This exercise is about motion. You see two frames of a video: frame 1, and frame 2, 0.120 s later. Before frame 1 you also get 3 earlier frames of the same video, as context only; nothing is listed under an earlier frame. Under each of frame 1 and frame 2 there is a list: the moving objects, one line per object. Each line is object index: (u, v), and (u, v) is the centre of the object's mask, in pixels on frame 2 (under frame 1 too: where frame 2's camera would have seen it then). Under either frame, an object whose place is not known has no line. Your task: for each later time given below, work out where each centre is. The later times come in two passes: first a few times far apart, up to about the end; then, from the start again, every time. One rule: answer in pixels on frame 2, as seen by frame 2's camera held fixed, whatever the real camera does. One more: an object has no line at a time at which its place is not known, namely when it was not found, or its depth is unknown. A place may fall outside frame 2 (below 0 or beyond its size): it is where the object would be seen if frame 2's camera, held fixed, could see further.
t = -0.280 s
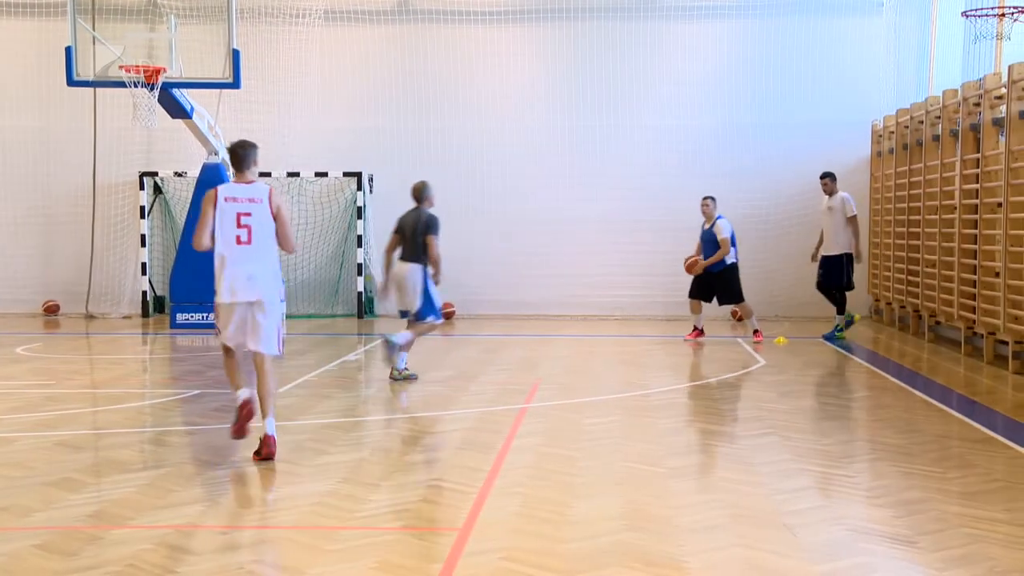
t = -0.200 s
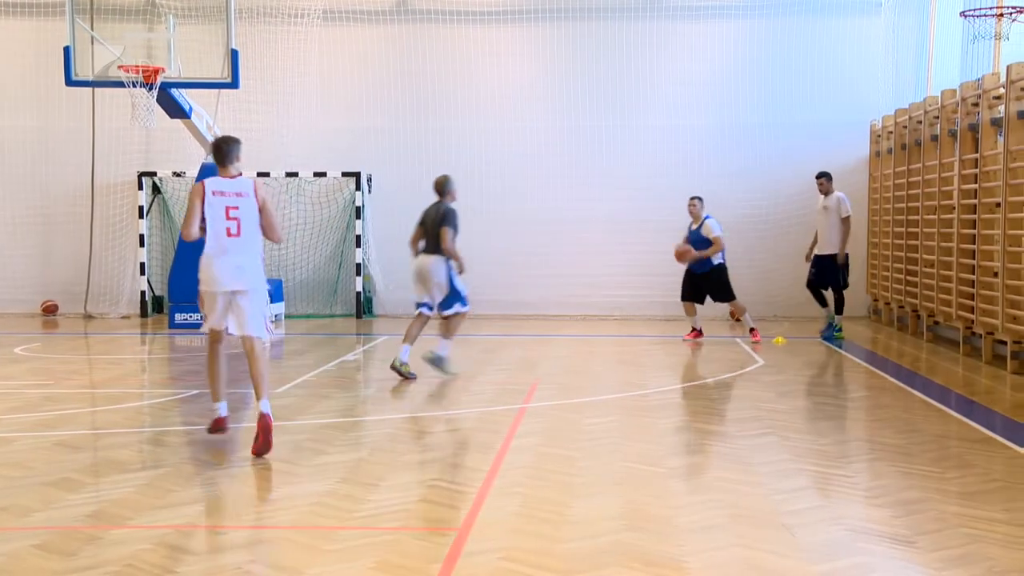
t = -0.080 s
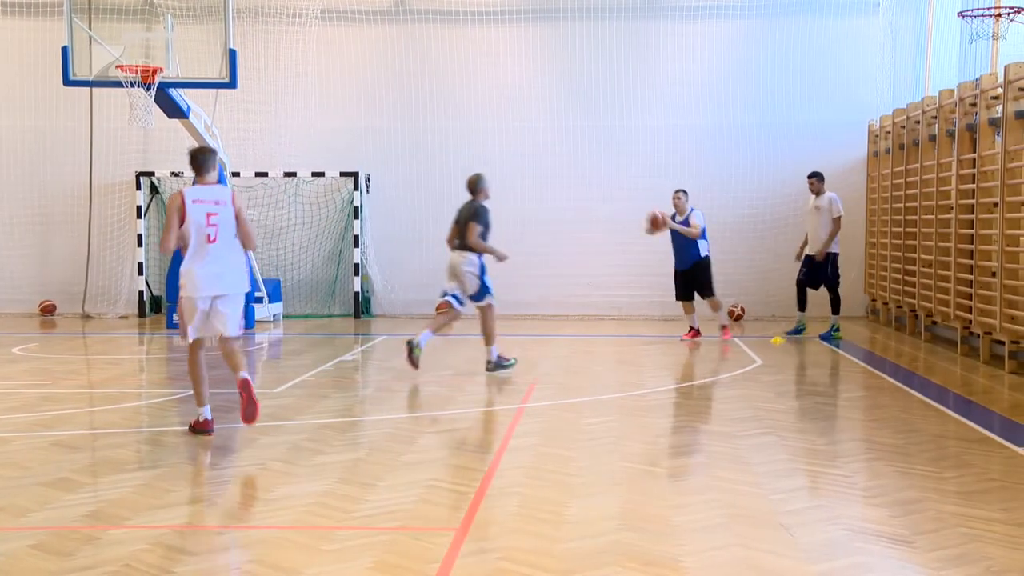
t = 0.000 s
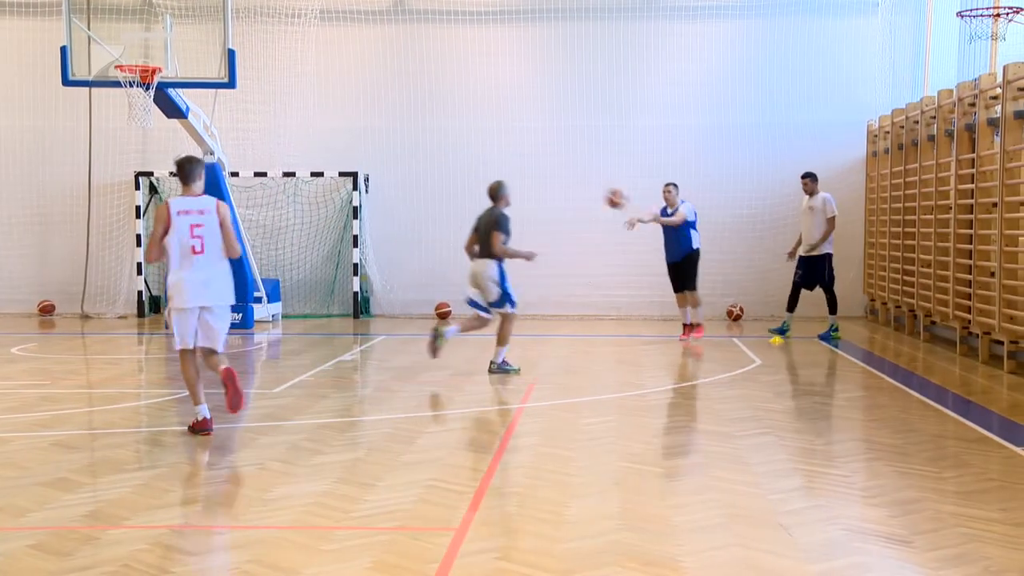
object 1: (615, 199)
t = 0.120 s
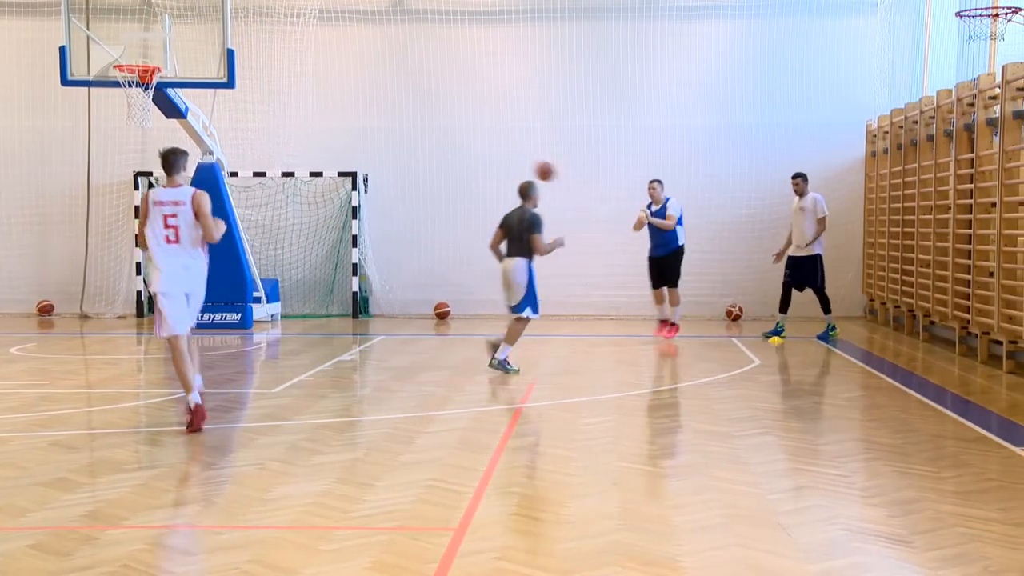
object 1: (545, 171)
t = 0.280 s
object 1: (440, 150)
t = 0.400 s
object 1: (353, 149)
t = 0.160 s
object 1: (520, 163)
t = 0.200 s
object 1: (495, 157)
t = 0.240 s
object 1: (468, 153)
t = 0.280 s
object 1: (440, 150)
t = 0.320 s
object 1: (412, 148)
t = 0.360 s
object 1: (383, 147)
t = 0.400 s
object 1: (353, 149)
